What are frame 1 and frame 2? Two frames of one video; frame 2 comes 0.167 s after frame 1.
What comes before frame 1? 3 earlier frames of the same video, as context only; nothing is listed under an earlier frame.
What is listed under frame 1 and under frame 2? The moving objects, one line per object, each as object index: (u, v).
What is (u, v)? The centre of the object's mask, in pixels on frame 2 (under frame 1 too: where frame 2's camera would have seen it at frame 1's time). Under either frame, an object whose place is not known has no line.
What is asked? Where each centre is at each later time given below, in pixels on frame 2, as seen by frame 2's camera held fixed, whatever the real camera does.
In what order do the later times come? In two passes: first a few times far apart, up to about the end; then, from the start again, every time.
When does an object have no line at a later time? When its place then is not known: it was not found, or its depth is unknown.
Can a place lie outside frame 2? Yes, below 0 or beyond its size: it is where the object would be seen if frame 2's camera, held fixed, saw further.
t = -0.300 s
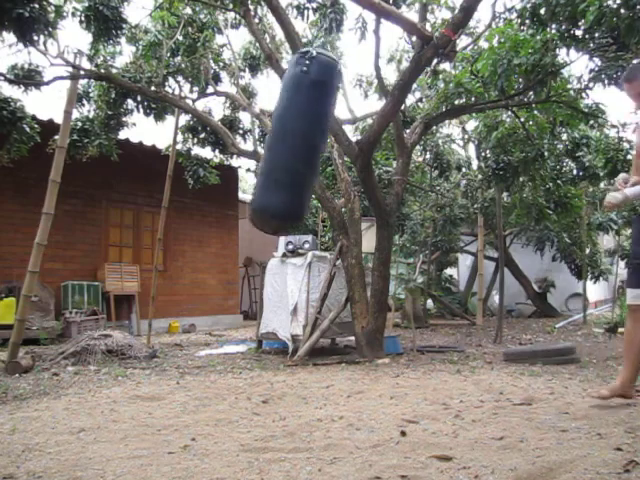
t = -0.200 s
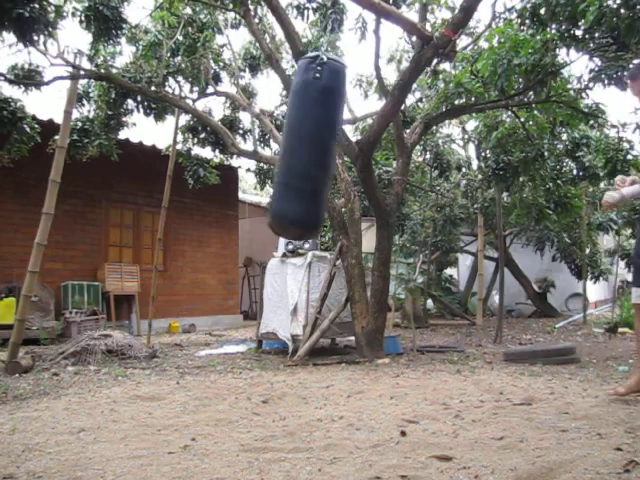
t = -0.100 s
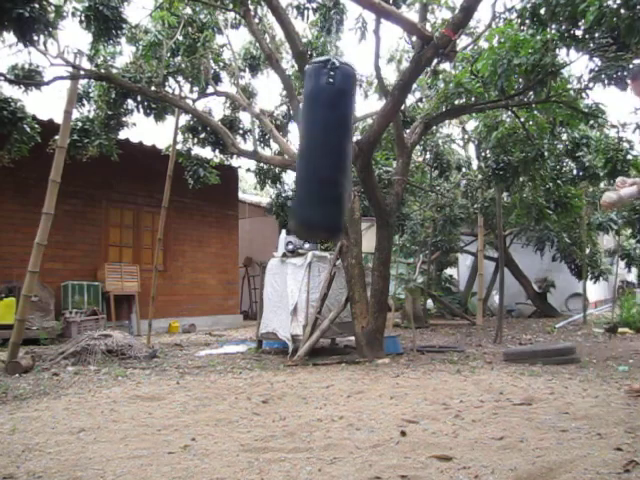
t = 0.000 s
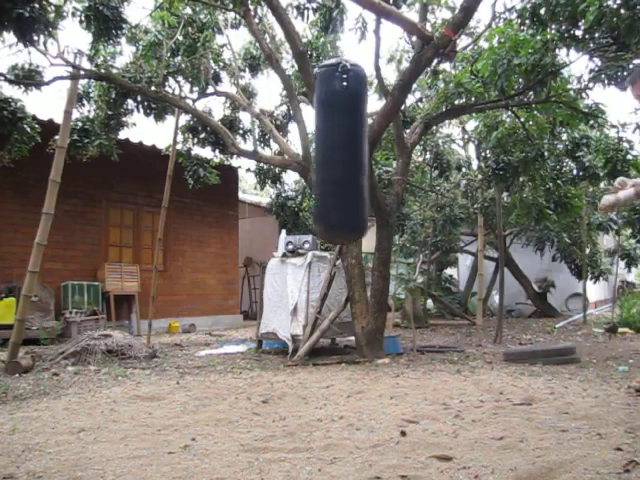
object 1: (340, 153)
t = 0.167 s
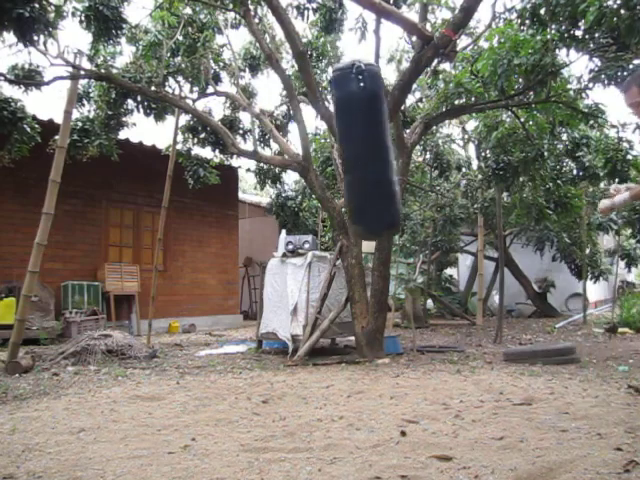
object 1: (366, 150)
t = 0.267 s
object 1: (377, 148)
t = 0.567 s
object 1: (390, 145)
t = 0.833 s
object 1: (370, 147)
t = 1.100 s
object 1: (326, 144)
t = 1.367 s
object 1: (292, 138)
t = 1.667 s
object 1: (292, 142)
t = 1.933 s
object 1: (324, 151)
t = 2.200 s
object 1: (363, 150)
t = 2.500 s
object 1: (386, 147)
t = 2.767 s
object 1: (379, 145)
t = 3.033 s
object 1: (345, 147)
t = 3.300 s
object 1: (306, 143)
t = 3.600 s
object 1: (292, 144)
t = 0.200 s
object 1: (370, 150)
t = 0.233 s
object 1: (374, 149)
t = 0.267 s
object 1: (377, 148)
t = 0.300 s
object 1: (380, 146)
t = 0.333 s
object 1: (383, 146)
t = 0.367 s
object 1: (385, 147)
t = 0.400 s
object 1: (387, 146)
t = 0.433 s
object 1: (388, 145)
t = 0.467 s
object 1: (389, 145)
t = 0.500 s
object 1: (390, 145)
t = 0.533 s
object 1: (390, 145)
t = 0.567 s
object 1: (390, 145)
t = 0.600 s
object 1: (389, 144)
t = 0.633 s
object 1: (388, 145)
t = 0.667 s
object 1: (385, 145)
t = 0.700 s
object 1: (383, 146)
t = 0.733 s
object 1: (380, 146)
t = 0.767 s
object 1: (377, 145)
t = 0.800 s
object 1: (374, 146)
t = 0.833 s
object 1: (370, 147)
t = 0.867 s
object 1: (365, 147)
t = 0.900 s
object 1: (360, 147)
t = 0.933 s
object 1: (355, 148)
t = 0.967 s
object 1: (349, 147)
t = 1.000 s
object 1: (344, 146)
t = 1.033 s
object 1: (338, 146)
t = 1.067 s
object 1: (333, 146)
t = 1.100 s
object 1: (326, 144)
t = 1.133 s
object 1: (321, 144)
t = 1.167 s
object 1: (316, 142)
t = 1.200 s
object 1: (311, 142)
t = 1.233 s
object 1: (306, 141)
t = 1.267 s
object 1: (302, 140)
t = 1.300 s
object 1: (298, 139)
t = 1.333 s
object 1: (295, 139)
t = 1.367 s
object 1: (292, 138)
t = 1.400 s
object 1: (290, 138)
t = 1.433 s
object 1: (289, 138)
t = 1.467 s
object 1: (288, 138)
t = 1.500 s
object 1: (287, 138)
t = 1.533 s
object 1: (287, 138)
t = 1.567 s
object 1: (287, 139)
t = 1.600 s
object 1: (288, 140)
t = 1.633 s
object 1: (290, 141)
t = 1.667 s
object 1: (292, 142)
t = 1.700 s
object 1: (294, 143)
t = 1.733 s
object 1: (298, 144)
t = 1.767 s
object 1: (301, 146)
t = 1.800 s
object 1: (305, 147)
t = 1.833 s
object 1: (309, 147)
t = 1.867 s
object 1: (313, 149)
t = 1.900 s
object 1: (319, 149)
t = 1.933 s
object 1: (324, 151)
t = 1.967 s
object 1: (328, 151)
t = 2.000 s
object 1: (334, 152)
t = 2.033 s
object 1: (339, 152)
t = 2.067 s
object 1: (344, 152)
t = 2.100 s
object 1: (349, 151)
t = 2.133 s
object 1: (354, 151)
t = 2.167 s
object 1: (358, 150)
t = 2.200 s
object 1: (363, 150)
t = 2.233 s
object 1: (367, 150)
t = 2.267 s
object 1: (371, 149)
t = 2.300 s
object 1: (375, 149)
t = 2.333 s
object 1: (378, 147)
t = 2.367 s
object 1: (380, 146)
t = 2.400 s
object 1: (382, 146)
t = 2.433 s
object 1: (384, 147)
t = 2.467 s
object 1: (385, 146)
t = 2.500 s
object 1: (386, 147)
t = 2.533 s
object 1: (386, 146)
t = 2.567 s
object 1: (386, 146)
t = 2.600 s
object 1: (386, 146)
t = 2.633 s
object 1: (386, 146)
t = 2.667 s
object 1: (385, 145)
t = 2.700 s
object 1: (383, 145)
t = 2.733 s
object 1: (381, 144)
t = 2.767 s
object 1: (379, 145)
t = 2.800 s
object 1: (376, 145)
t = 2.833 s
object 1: (372, 147)
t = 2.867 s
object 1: (368, 146)
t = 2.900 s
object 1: (365, 147)
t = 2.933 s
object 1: (359, 146)
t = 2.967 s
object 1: (355, 147)
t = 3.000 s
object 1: (350, 147)
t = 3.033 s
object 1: (345, 147)
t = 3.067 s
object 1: (339, 147)
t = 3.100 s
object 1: (334, 146)
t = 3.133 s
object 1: (329, 145)
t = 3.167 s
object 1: (324, 146)
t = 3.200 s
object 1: (319, 144)
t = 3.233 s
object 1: (314, 144)
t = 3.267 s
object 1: (310, 144)
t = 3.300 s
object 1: (306, 143)
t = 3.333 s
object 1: (303, 142)
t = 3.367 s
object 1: (300, 142)
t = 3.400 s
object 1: (297, 142)
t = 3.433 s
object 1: (295, 143)
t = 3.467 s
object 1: (293, 143)
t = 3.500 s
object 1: (292, 143)
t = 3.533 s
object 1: (292, 143)
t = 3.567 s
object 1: (292, 144)
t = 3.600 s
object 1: (292, 144)
